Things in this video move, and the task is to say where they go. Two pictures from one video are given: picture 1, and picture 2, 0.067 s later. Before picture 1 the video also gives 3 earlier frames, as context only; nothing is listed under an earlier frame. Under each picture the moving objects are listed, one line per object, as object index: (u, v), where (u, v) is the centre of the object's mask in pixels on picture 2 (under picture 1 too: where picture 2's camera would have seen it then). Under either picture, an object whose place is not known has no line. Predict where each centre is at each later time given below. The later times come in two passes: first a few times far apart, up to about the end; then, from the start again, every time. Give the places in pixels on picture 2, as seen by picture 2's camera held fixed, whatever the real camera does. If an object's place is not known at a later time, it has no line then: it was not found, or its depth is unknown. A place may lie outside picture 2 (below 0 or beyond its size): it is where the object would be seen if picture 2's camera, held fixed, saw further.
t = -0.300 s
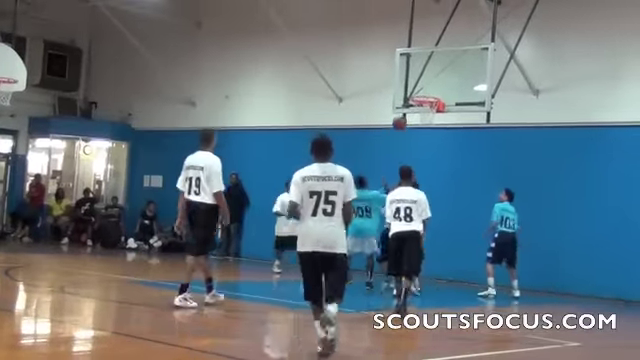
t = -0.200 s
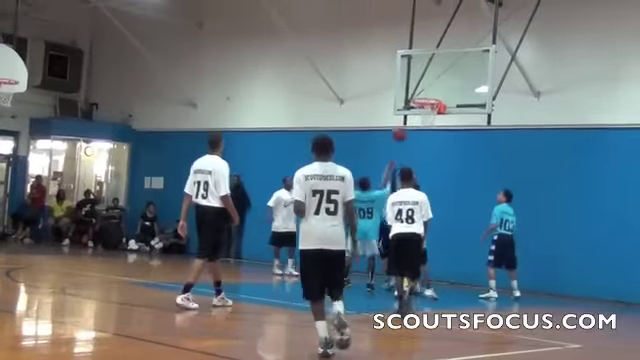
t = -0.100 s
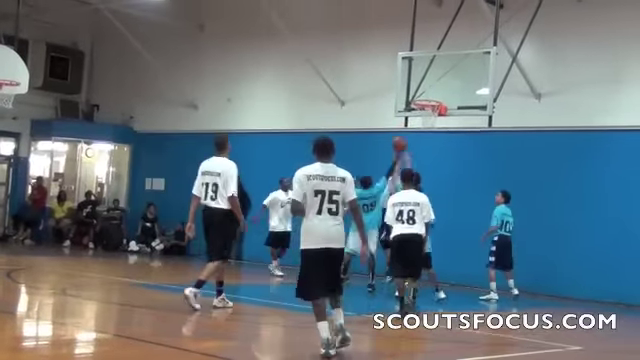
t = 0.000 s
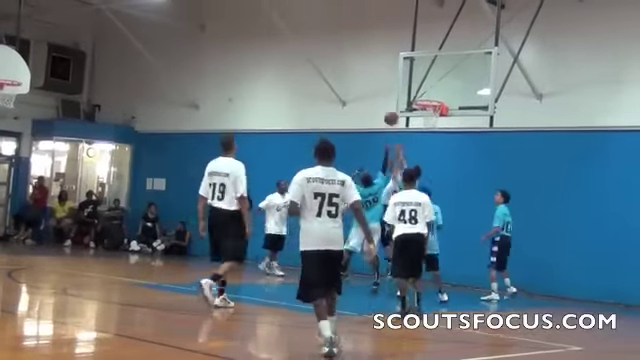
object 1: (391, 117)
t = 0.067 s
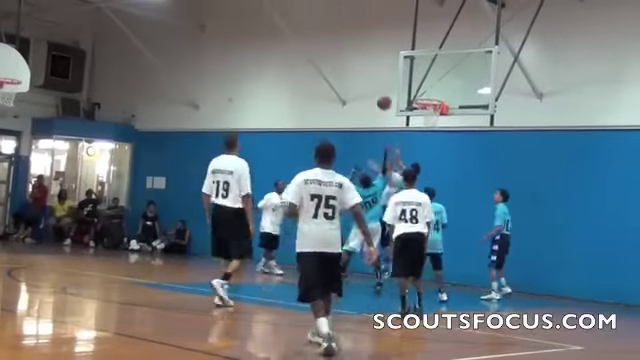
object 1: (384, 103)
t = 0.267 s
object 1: (361, 75)
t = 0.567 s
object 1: (326, 78)
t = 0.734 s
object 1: (306, 101)
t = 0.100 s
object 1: (380, 97)
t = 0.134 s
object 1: (376, 91)
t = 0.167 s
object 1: (373, 86)
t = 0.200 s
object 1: (369, 82)
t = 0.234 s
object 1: (365, 78)
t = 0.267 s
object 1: (361, 75)
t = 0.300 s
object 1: (357, 73)
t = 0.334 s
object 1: (354, 71)
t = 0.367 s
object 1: (350, 70)
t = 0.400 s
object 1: (346, 70)
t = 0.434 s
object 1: (342, 70)
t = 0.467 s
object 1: (338, 71)
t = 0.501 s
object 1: (334, 73)
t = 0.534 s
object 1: (330, 75)
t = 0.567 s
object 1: (326, 78)
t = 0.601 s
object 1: (322, 81)
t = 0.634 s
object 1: (318, 85)
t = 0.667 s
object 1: (314, 90)
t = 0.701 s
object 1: (310, 95)
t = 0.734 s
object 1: (306, 101)
